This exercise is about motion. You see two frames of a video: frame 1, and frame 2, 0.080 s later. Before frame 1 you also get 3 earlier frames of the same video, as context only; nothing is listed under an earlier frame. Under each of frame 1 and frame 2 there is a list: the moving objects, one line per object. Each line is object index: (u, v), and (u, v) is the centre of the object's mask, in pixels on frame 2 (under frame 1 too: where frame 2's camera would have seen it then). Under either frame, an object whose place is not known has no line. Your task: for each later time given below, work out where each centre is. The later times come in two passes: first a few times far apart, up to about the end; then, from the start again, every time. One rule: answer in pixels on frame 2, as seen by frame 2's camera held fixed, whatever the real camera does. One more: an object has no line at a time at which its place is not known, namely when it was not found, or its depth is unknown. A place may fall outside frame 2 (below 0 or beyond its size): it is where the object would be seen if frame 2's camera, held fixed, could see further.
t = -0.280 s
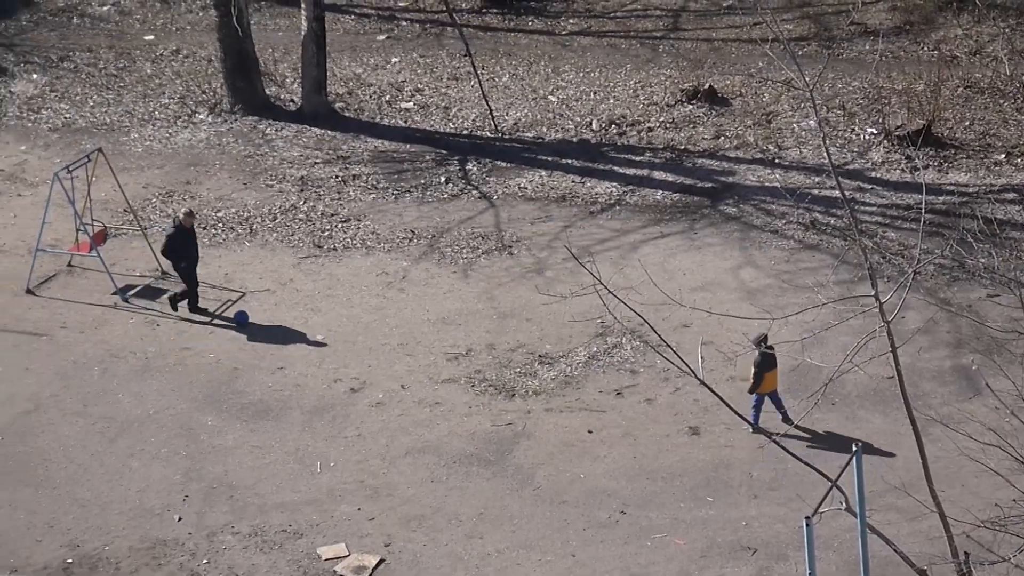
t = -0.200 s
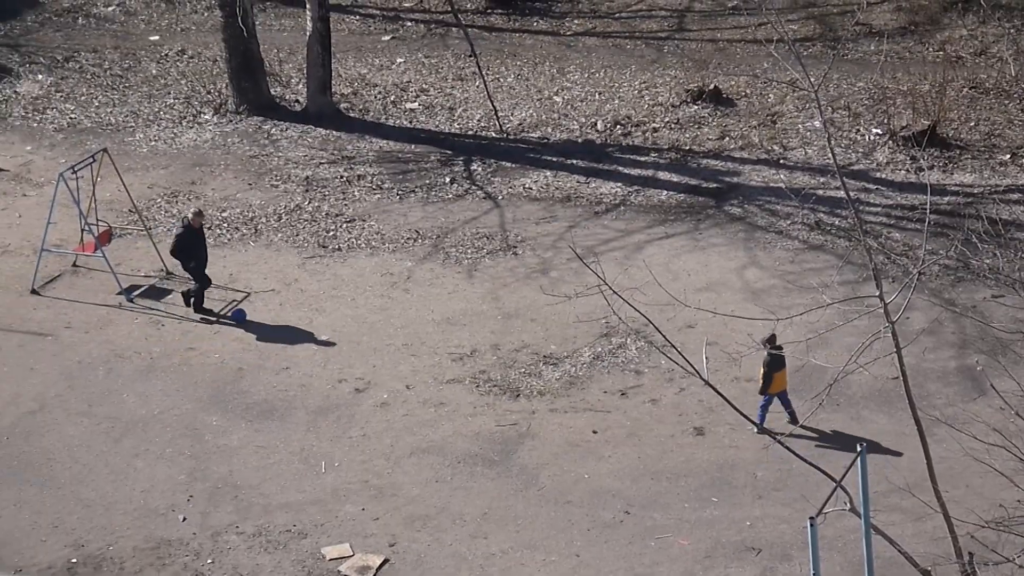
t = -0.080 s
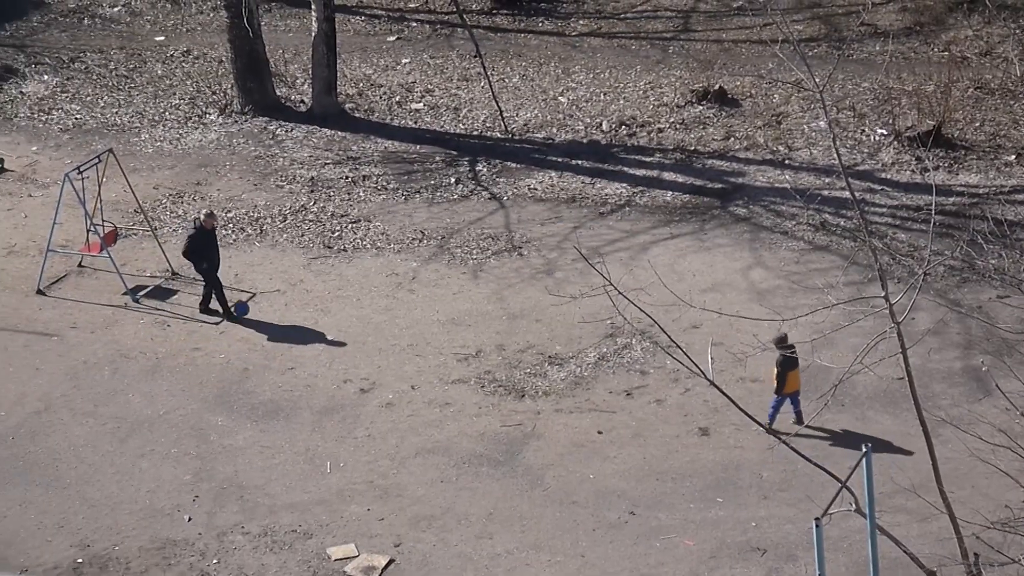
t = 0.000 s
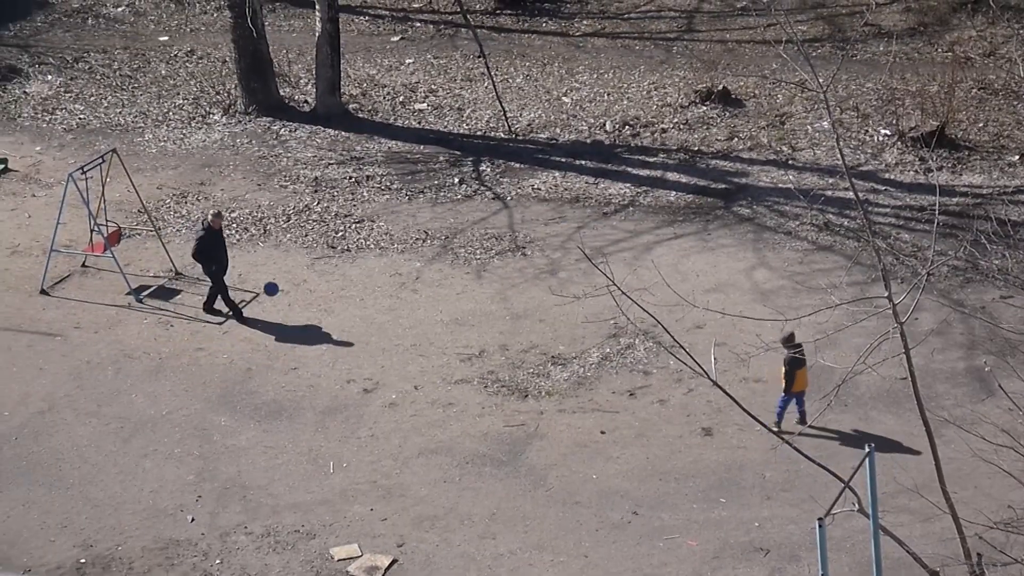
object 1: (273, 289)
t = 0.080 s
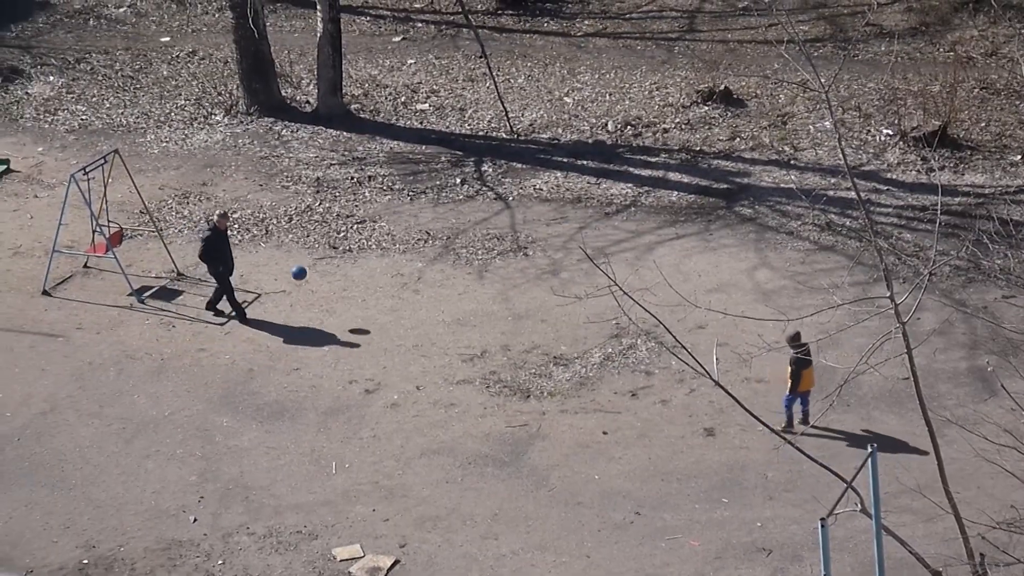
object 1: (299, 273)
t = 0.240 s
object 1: (352, 252)
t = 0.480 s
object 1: (434, 251)
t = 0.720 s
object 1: (517, 287)
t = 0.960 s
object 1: (562, 286)
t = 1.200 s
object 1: (587, 283)
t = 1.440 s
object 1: (611, 280)
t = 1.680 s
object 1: (631, 276)
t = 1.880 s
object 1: (646, 273)
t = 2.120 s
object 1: (664, 268)
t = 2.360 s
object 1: (680, 263)
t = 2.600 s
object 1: (695, 258)
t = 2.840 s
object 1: (709, 253)
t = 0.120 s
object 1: (312, 266)
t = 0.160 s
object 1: (326, 261)
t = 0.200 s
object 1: (339, 256)
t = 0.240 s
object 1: (352, 252)
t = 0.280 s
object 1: (366, 249)
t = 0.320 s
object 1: (379, 248)
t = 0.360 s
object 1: (393, 248)
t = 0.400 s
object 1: (407, 248)
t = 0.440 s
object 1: (420, 248)
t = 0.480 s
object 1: (434, 251)
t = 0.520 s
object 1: (448, 255)
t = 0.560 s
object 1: (461, 259)
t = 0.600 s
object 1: (475, 264)
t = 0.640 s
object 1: (489, 271)
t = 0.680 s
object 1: (503, 279)
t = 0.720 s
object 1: (517, 287)
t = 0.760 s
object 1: (531, 296)
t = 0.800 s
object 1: (545, 307)
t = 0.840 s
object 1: (550, 302)
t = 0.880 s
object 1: (554, 295)
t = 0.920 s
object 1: (558, 290)
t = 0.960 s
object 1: (562, 286)
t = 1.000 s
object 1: (566, 283)
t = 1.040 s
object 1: (570, 281)
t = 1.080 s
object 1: (575, 280)
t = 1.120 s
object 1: (578, 280)
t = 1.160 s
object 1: (584, 281)
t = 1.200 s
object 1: (587, 283)
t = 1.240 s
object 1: (592, 286)
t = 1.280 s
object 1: (597, 290)
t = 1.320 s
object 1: (601, 288)
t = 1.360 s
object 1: (604, 284)
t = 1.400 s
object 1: (607, 283)
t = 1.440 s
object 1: (611, 280)
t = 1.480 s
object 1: (615, 279)
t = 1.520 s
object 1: (618, 280)
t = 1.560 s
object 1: (622, 281)
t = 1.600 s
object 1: (625, 282)
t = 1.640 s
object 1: (628, 278)
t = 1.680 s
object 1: (631, 276)
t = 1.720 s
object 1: (634, 275)
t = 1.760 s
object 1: (637, 275)
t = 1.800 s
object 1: (641, 276)
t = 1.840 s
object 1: (644, 275)
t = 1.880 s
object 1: (646, 273)
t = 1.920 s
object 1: (649, 272)
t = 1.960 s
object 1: (652, 272)
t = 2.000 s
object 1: (655, 271)
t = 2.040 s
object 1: (658, 270)
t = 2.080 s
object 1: (661, 269)
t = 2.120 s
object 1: (664, 268)
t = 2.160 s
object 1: (667, 267)
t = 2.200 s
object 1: (669, 266)
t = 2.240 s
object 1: (672, 265)
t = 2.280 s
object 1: (675, 264)
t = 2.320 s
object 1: (678, 263)
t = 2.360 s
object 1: (680, 263)
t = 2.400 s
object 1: (682, 261)
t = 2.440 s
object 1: (685, 261)
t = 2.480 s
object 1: (687, 260)
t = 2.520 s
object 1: (690, 259)
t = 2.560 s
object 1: (693, 258)
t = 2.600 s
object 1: (695, 258)
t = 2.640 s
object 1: (698, 257)
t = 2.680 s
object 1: (700, 256)
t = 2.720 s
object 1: (703, 255)
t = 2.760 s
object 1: (705, 254)
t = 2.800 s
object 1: (707, 253)
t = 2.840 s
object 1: (709, 253)
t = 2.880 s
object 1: (711, 252)
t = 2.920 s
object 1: (713, 251)
